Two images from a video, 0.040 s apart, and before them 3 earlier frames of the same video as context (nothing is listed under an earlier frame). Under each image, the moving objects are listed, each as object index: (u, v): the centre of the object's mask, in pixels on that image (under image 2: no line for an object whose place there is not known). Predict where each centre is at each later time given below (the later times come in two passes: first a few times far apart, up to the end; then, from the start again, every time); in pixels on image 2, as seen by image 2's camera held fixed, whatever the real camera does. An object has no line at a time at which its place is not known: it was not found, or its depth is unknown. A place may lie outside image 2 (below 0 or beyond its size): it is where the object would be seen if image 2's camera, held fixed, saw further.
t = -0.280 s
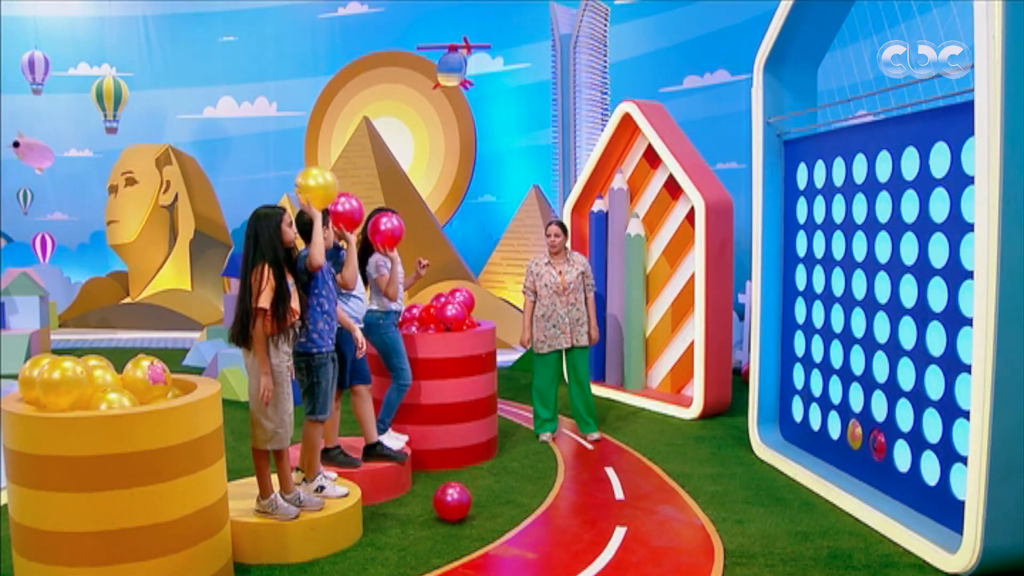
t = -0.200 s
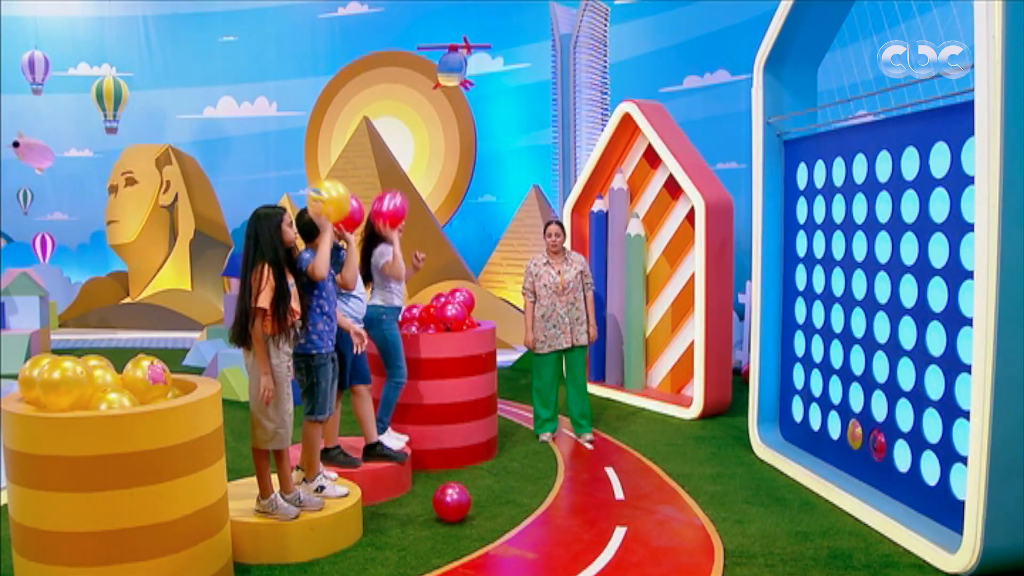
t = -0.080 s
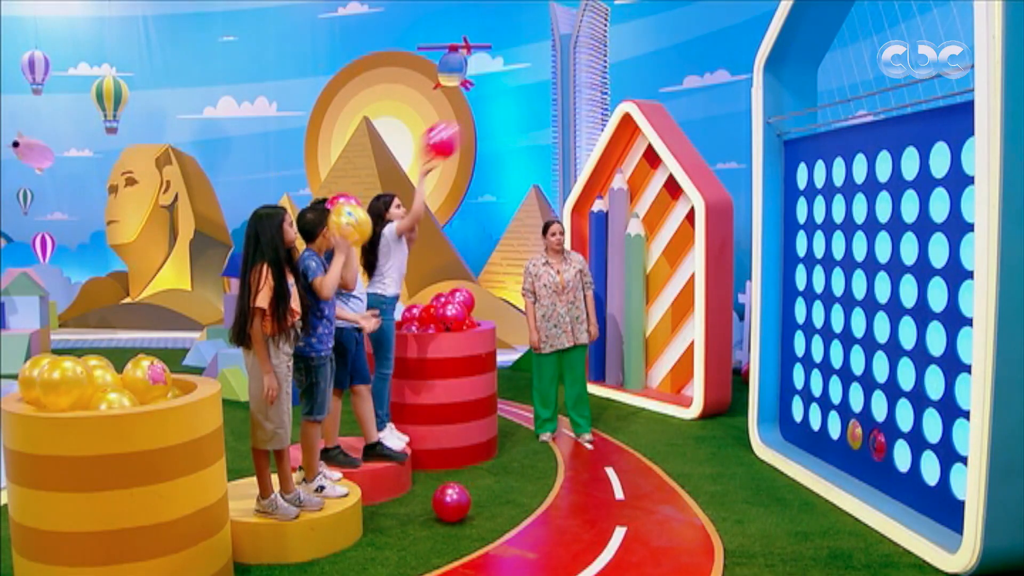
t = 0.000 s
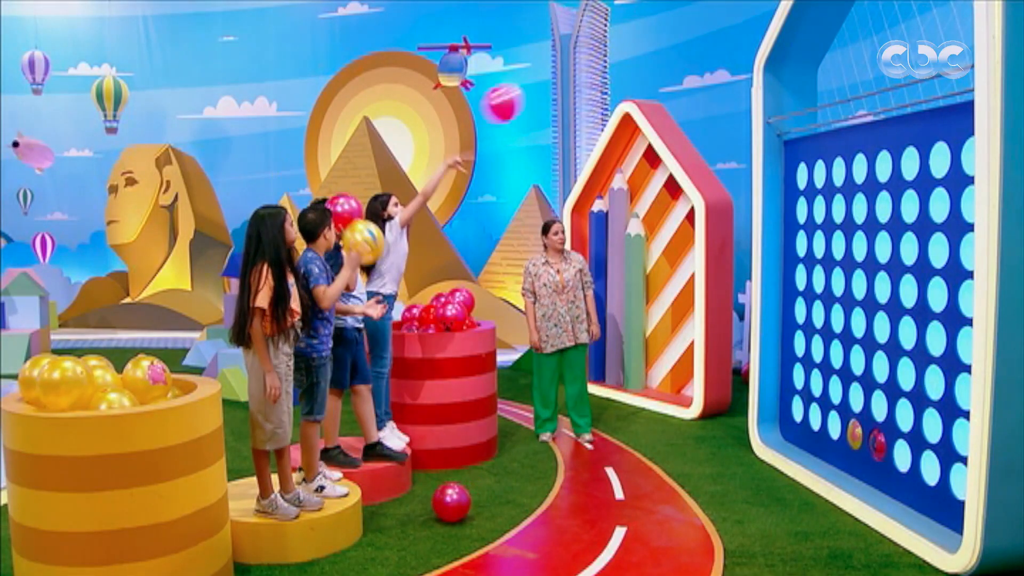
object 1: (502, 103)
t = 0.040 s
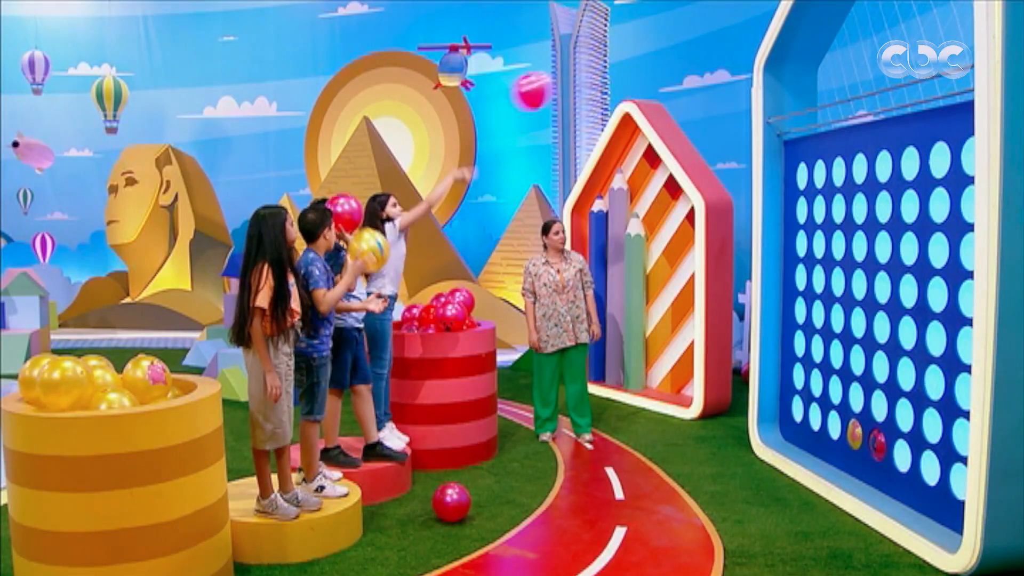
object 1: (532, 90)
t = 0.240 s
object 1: (667, 73)
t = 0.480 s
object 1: (803, 123)
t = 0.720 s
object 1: (756, 203)
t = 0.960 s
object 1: (661, 360)
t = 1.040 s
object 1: (633, 429)
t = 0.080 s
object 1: (561, 82)
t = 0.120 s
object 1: (589, 76)
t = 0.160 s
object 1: (617, 73)
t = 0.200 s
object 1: (643, 72)
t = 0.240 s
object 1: (667, 73)
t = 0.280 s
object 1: (691, 76)
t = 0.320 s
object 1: (714, 82)
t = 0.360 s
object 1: (736, 89)
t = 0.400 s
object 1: (761, 98)
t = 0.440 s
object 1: (783, 108)
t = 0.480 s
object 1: (803, 123)
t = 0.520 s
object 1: (824, 139)
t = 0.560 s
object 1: (817, 148)
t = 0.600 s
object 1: (802, 158)
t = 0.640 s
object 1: (786, 171)
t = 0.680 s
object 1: (773, 186)
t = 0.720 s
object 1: (756, 203)
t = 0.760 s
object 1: (740, 223)
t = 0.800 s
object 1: (725, 245)
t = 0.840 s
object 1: (711, 269)
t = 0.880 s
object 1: (693, 298)
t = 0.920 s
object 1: (677, 326)
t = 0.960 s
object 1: (661, 360)
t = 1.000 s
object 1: (646, 396)
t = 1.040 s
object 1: (633, 429)
